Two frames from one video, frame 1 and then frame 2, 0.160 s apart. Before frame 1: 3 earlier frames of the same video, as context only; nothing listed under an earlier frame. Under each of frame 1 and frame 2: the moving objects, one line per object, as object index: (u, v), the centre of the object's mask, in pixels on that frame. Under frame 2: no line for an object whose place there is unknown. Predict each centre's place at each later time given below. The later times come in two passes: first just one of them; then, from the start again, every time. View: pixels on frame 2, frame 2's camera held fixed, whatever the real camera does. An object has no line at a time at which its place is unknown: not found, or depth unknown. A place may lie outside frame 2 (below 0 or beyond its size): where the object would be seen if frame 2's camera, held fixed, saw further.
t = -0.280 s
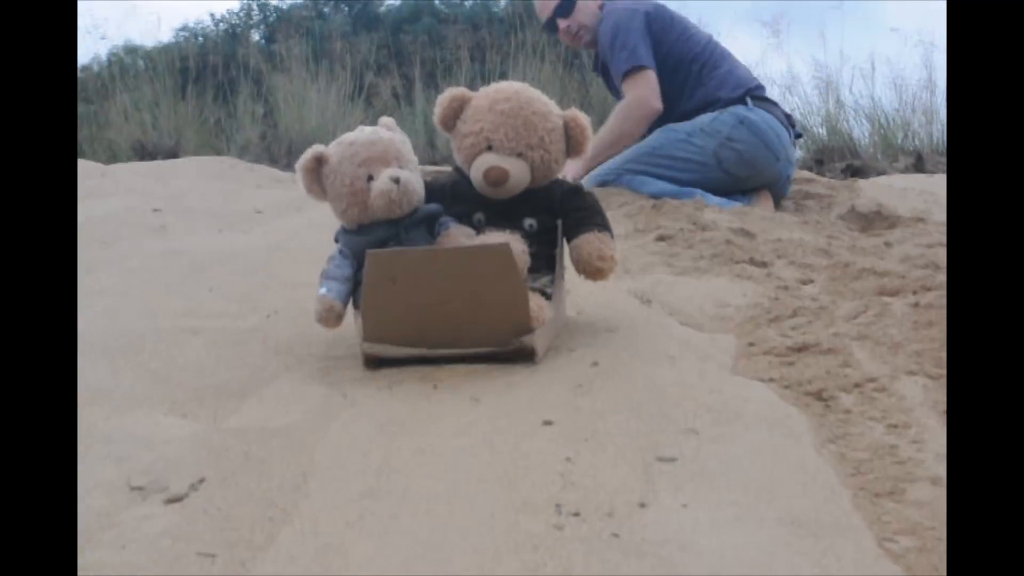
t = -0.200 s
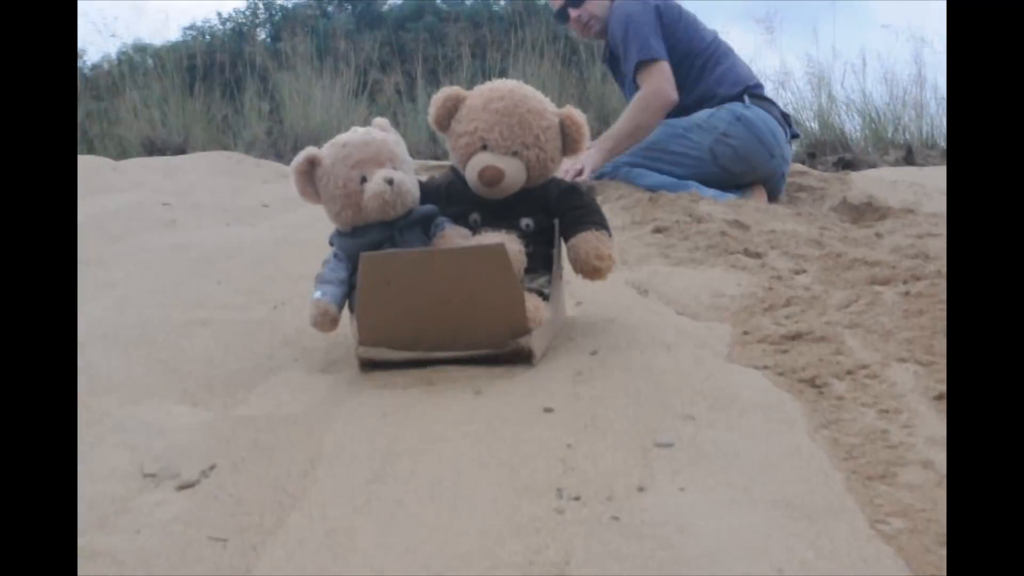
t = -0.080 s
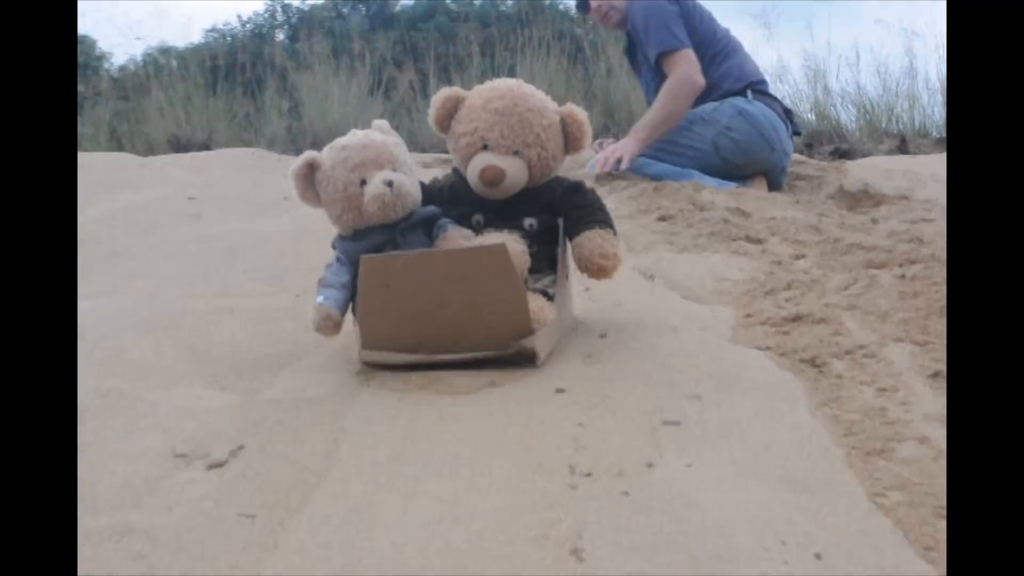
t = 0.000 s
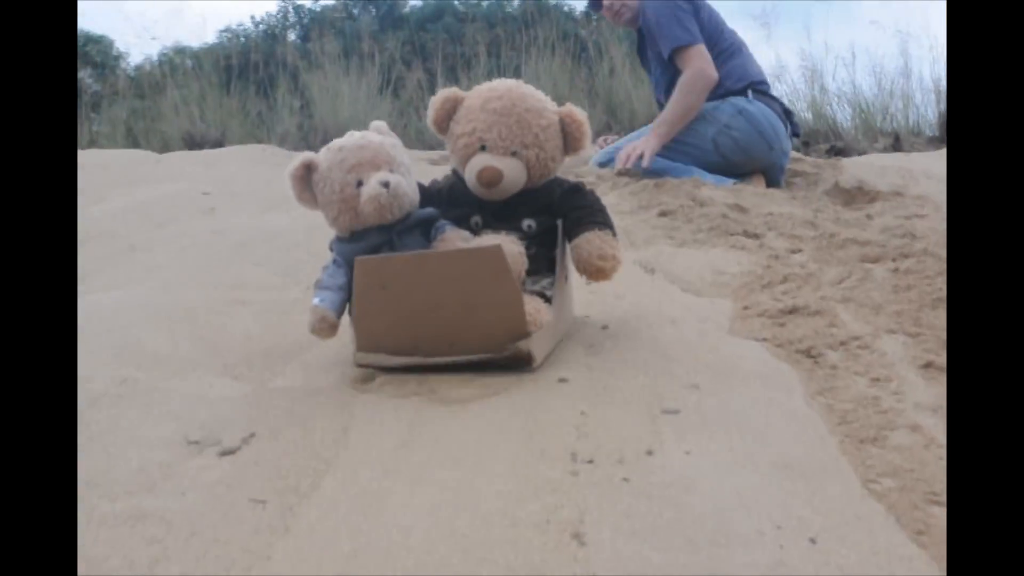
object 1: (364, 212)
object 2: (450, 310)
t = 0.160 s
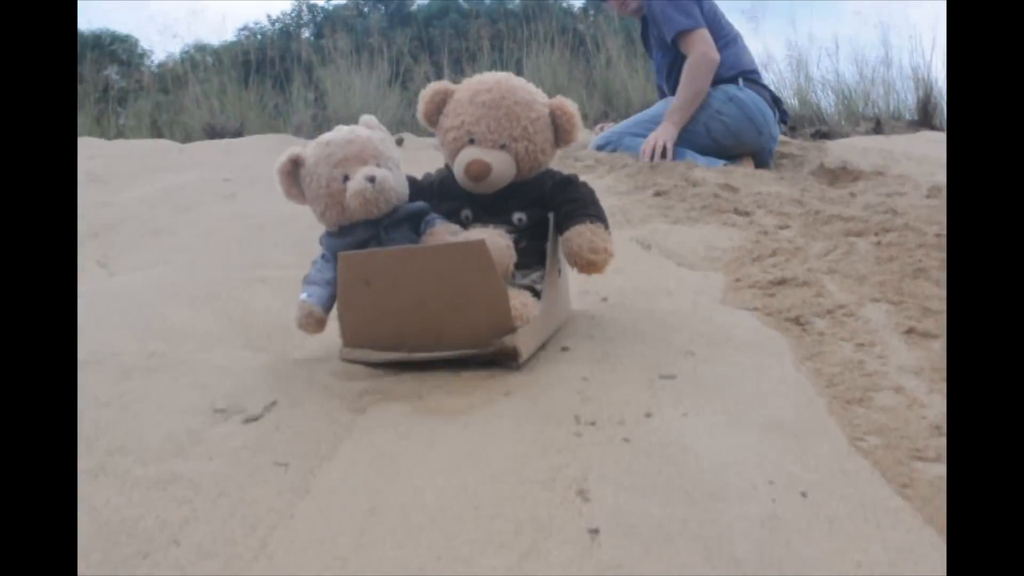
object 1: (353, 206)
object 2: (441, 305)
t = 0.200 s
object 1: (350, 208)
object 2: (436, 309)
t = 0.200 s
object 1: (350, 208)
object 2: (436, 309)
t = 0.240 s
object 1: (346, 211)
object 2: (433, 315)
